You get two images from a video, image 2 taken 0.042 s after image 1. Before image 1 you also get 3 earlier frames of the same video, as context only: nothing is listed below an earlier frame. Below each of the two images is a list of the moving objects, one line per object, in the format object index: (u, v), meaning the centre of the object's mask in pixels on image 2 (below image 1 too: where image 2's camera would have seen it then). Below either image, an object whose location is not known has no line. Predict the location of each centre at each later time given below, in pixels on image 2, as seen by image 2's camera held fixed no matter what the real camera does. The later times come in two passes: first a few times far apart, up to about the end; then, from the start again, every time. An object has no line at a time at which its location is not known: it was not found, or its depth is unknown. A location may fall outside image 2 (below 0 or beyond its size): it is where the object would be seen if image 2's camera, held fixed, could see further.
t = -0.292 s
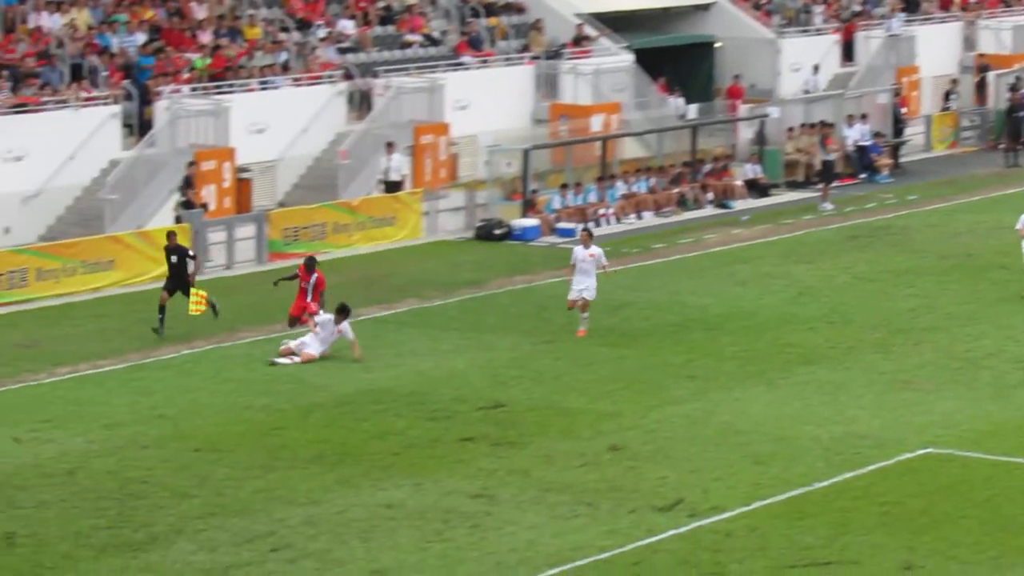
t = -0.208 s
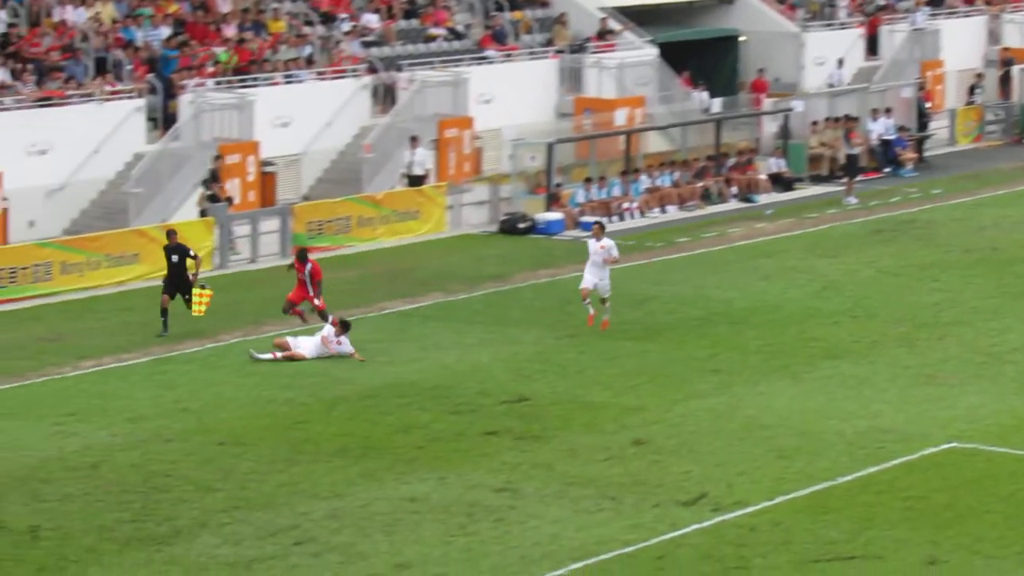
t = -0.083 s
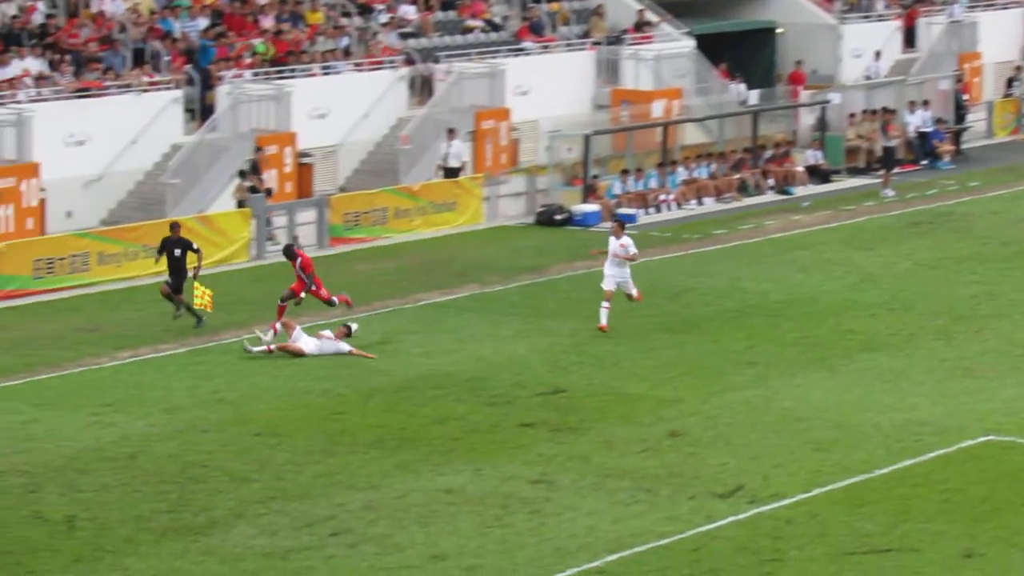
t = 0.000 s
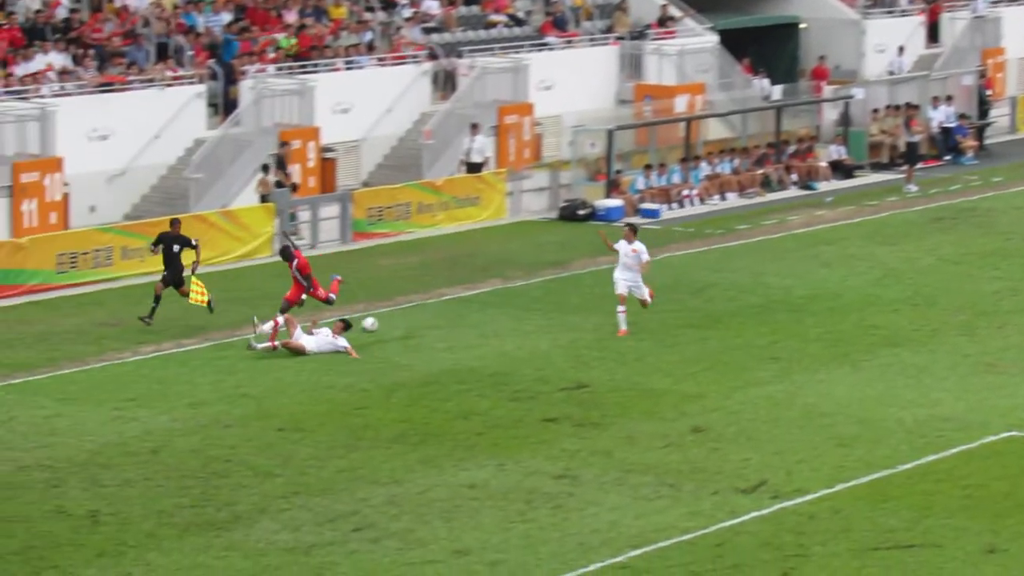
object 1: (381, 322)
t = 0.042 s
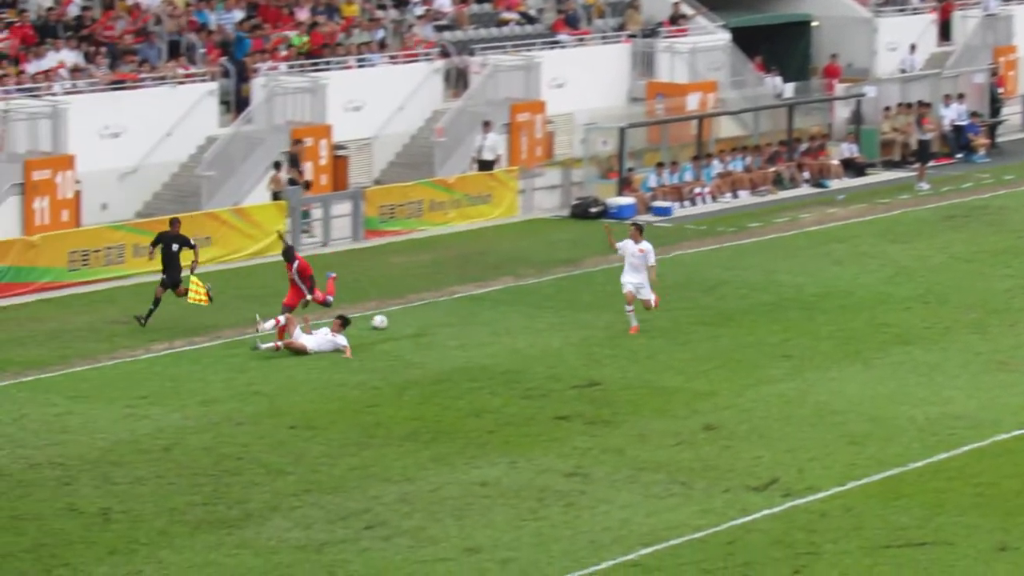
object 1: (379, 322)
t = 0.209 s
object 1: (371, 322)
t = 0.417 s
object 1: (363, 322)
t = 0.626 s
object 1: (357, 322)
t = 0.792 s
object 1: (353, 322)
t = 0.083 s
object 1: (377, 322)
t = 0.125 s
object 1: (375, 322)
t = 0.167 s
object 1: (373, 321)
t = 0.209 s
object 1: (371, 322)
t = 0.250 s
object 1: (369, 322)
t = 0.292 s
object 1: (368, 322)
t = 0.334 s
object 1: (366, 322)
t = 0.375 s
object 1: (365, 322)
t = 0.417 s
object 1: (363, 322)
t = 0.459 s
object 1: (362, 322)
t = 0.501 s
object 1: (361, 322)
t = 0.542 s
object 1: (359, 322)
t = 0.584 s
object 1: (358, 322)
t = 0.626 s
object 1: (357, 322)
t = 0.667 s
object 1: (356, 322)
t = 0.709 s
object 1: (355, 322)
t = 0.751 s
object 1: (354, 322)
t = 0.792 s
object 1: (353, 322)
